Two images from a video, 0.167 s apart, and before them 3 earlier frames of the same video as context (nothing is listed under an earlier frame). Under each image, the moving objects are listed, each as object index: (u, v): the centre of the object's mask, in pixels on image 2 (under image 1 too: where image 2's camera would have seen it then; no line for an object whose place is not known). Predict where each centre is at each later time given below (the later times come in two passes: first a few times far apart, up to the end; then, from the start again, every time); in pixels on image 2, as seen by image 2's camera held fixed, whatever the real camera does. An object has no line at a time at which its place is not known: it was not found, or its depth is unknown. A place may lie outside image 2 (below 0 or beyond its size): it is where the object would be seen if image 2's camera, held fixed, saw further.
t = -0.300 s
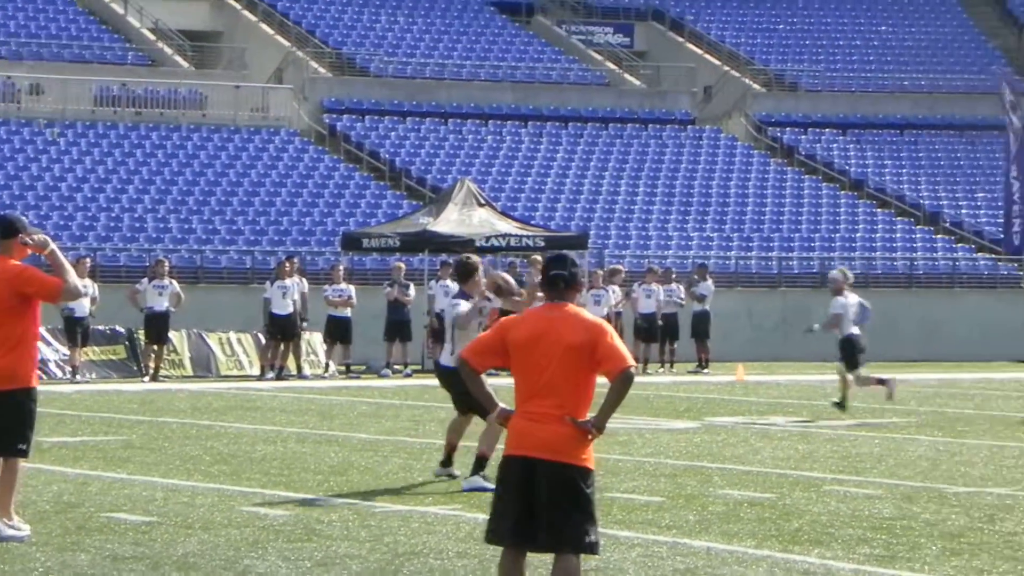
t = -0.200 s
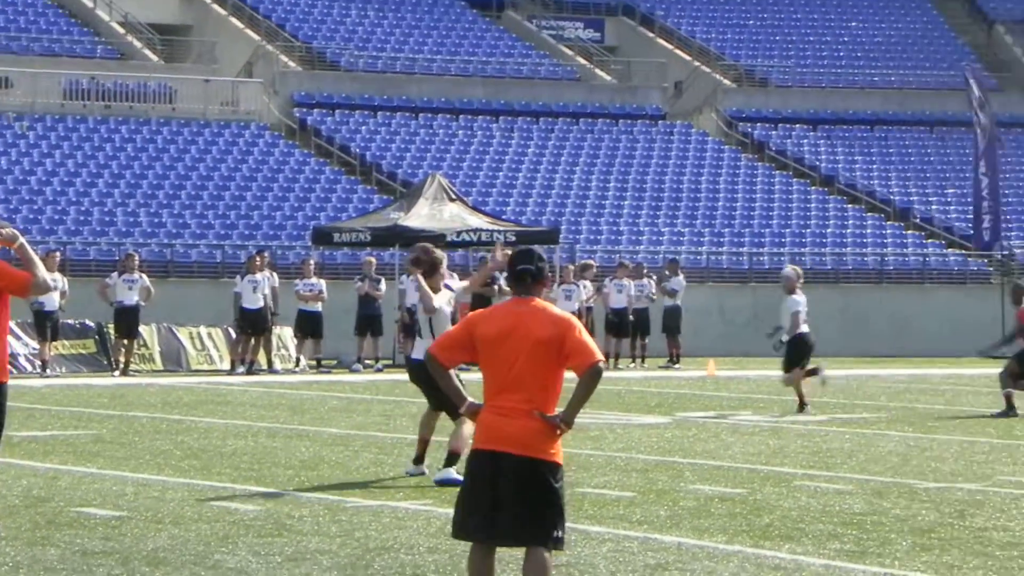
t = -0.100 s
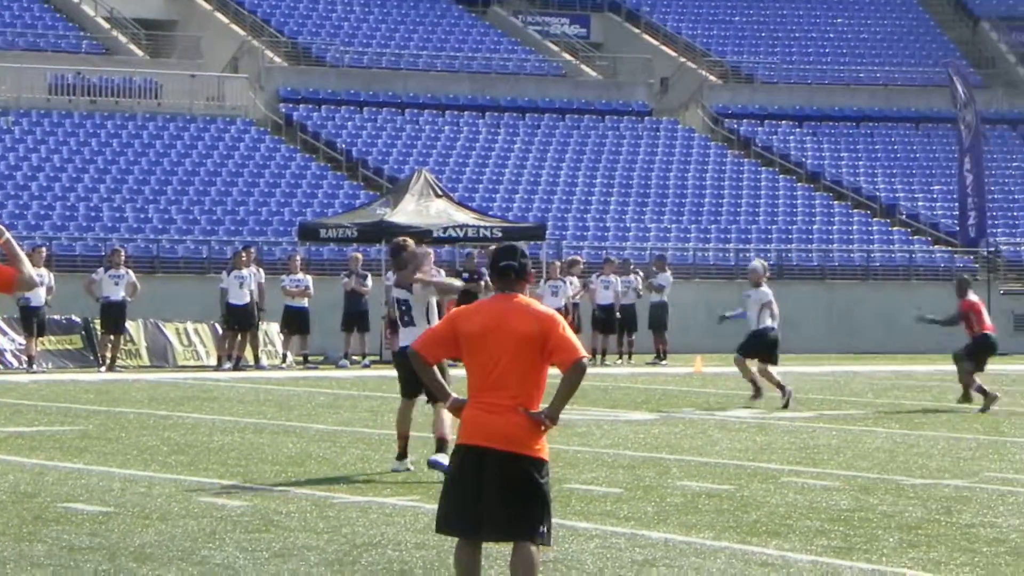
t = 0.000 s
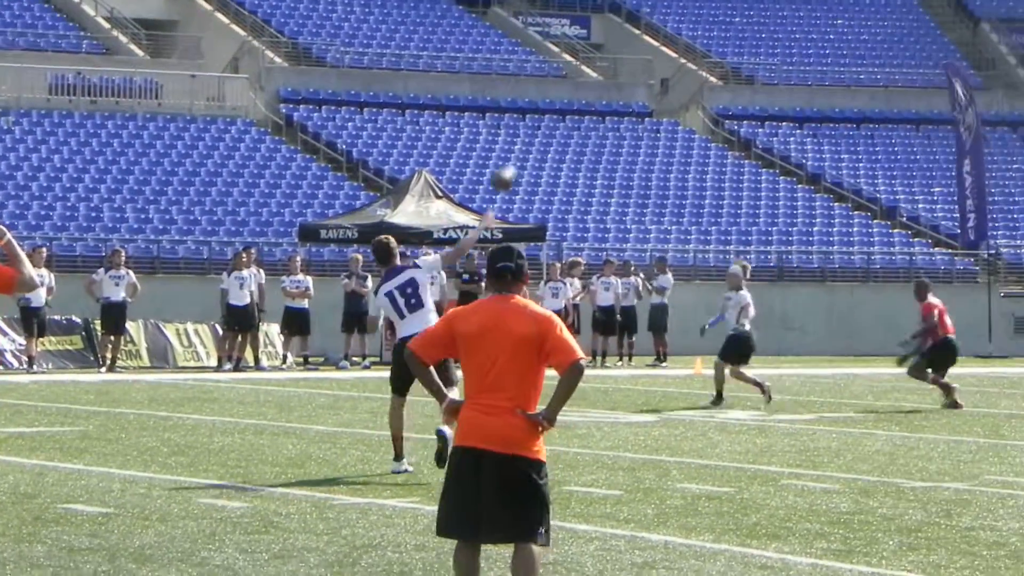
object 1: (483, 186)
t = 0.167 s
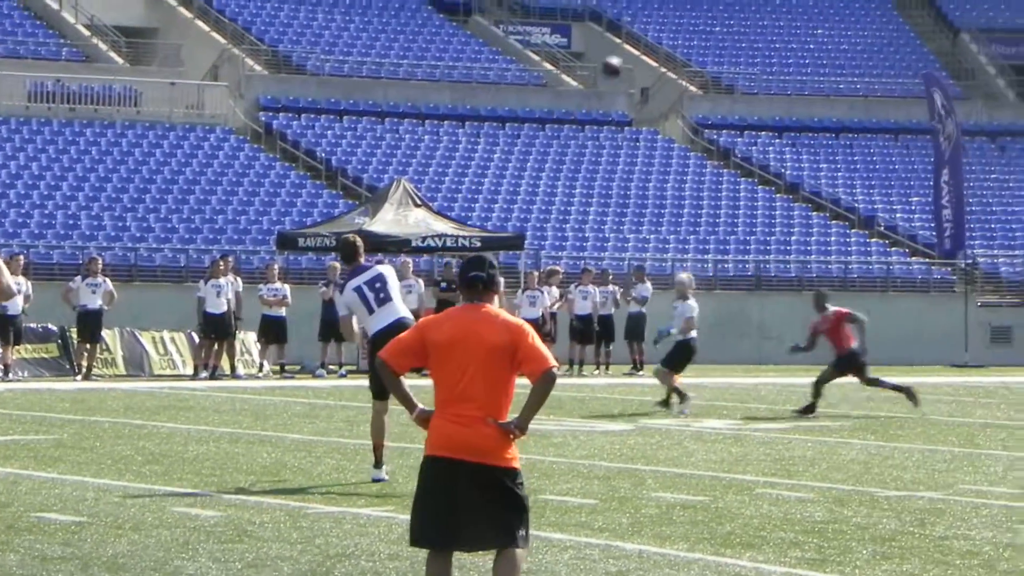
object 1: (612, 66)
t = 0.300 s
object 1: (703, 7)
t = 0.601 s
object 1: (867, -25)
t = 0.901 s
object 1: (980, 30)
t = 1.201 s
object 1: (1059, 134)
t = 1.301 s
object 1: (1081, 179)
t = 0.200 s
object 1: (636, 48)
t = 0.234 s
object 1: (660, 32)
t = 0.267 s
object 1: (681, 19)
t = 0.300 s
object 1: (703, 7)
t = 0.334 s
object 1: (724, -2)
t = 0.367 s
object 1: (745, -10)
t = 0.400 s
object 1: (765, -16)
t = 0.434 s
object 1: (785, -21)
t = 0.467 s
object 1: (804, -25)
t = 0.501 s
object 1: (822, -27)
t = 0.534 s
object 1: (838, -28)
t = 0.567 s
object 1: (853, -27)
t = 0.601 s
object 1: (867, -25)
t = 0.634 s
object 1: (883, -24)
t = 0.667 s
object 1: (897, -20)
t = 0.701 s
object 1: (909, -16)
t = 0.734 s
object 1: (923, -10)
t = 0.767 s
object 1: (936, -5)
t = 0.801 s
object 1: (948, 5)
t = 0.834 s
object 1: (958, 13)
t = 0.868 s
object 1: (970, 21)
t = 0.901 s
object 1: (980, 30)
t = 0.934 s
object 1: (989, 41)
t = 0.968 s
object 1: (999, 48)
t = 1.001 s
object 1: (1010, 60)
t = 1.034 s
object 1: (1019, 71)
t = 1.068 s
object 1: (1028, 82)
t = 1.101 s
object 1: (1035, 97)
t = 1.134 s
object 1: (1043, 110)
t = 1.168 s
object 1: (1050, 122)
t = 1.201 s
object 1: (1059, 134)
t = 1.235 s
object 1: (1067, 151)
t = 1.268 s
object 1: (1072, 165)
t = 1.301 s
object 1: (1081, 179)
